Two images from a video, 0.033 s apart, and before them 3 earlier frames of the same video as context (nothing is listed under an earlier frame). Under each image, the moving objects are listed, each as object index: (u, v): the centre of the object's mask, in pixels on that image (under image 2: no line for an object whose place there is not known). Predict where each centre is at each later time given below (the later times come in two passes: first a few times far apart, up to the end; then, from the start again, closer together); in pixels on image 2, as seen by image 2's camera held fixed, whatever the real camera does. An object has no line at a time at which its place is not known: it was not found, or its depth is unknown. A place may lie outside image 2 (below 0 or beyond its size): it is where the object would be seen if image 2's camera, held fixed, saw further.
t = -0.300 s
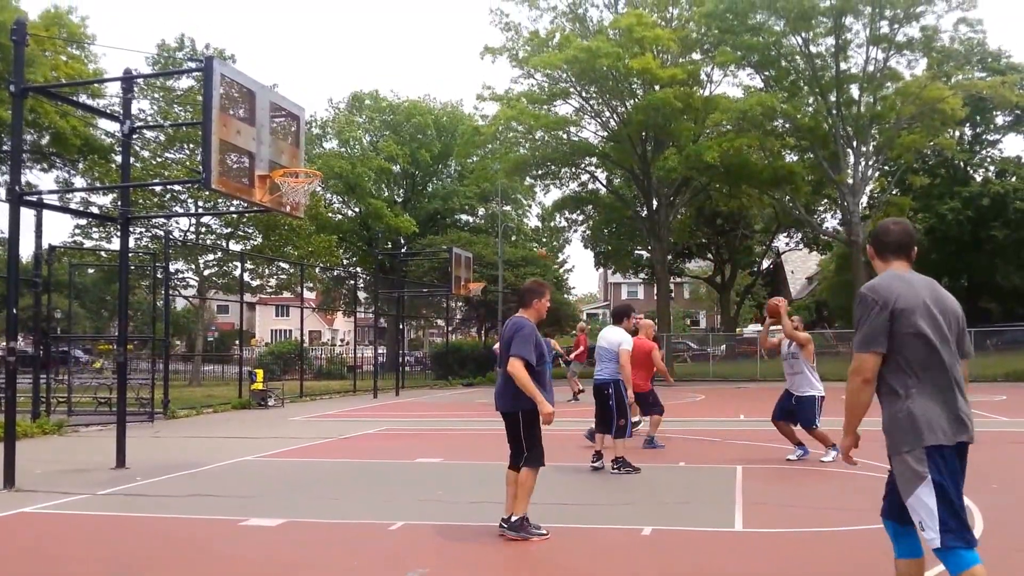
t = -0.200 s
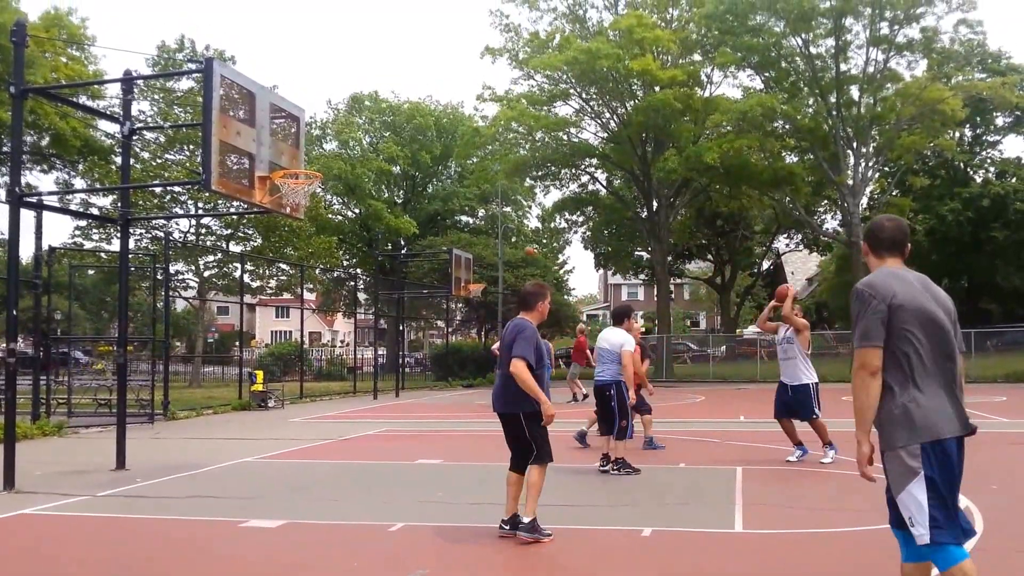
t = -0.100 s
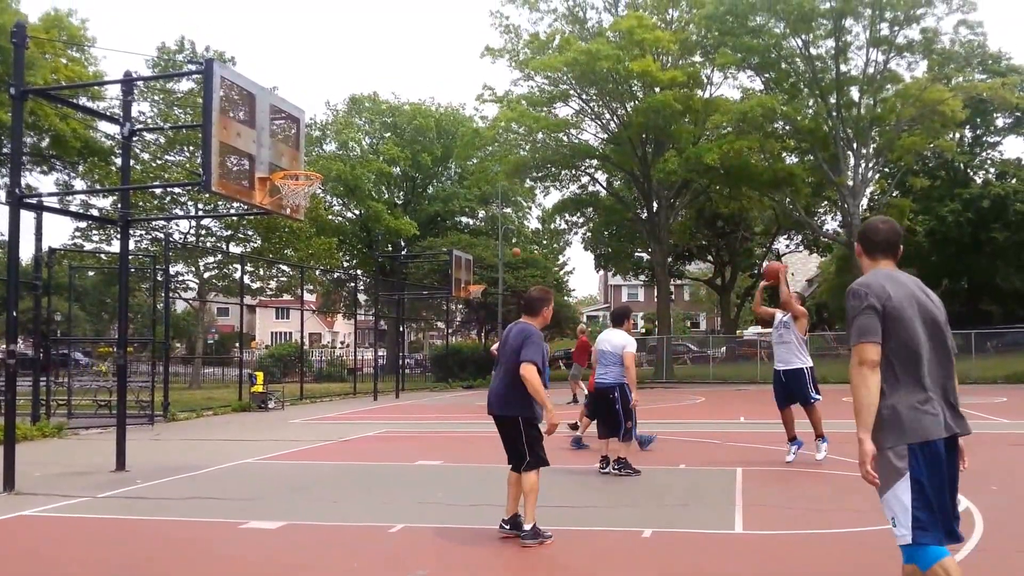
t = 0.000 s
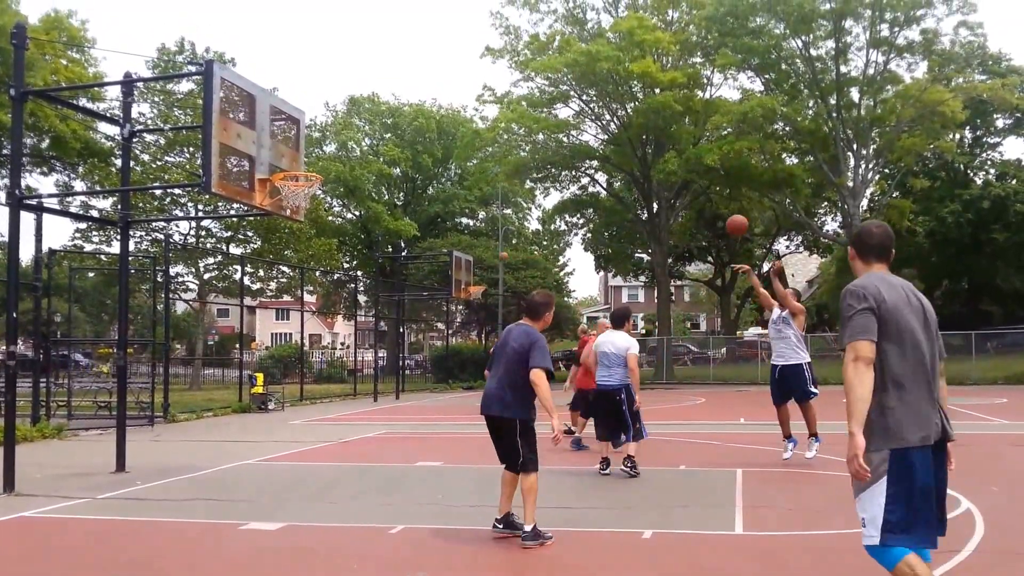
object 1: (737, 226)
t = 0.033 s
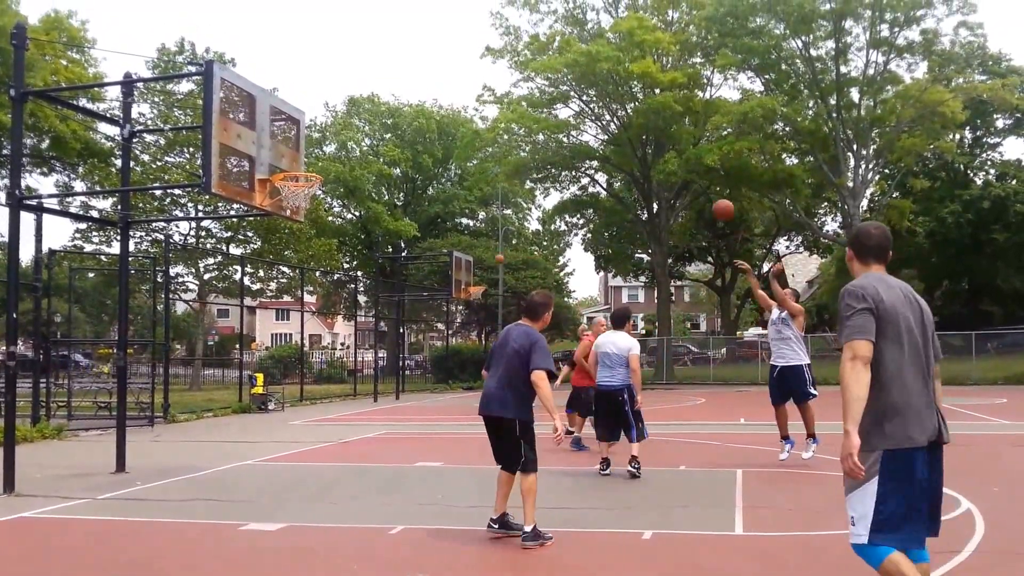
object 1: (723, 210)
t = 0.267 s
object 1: (625, 125)
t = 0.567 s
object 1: (496, 84)
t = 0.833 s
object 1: (379, 111)
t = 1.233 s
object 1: (287, 185)
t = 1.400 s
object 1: (276, 209)
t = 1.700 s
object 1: (255, 317)
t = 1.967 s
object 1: (234, 471)
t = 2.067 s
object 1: (234, 420)
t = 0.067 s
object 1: (709, 195)
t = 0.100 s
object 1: (695, 182)
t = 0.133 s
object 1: (681, 169)
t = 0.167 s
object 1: (667, 156)
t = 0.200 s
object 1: (653, 145)
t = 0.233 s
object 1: (639, 135)
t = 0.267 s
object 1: (625, 125)
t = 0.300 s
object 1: (611, 117)
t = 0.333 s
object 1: (596, 110)
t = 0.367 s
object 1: (582, 103)
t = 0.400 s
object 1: (568, 97)
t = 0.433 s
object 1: (555, 92)
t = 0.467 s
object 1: (540, 89)
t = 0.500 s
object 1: (525, 87)
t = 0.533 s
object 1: (510, 85)
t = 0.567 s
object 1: (496, 84)
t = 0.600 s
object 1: (482, 84)
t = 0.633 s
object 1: (467, 85)
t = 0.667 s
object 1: (451, 86)
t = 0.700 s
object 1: (436, 89)
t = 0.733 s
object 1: (421, 93)
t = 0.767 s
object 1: (407, 98)
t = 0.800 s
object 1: (392, 105)
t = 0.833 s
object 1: (379, 111)
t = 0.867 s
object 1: (363, 120)
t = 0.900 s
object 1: (347, 129)
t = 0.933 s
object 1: (332, 139)
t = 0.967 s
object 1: (316, 151)
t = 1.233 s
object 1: (287, 185)
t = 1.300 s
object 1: (283, 197)
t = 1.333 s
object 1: (280, 198)
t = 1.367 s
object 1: (278, 203)
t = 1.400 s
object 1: (276, 209)
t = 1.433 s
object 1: (273, 216)
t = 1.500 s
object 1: (269, 234)
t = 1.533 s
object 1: (267, 245)
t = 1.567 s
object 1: (264, 257)
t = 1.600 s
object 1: (262, 270)
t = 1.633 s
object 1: (259, 284)
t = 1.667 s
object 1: (257, 300)
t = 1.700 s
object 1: (255, 317)
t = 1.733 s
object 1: (252, 335)
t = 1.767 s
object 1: (250, 352)
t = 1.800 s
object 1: (248, 373)
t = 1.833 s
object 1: (245, 394)
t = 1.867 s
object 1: (241, 418)
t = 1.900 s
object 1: (238, 443)
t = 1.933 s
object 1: (235, 467)
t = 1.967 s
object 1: (234, 471)
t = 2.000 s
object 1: (234, 453)
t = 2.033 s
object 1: (233, 436)
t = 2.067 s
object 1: (234, 420)
